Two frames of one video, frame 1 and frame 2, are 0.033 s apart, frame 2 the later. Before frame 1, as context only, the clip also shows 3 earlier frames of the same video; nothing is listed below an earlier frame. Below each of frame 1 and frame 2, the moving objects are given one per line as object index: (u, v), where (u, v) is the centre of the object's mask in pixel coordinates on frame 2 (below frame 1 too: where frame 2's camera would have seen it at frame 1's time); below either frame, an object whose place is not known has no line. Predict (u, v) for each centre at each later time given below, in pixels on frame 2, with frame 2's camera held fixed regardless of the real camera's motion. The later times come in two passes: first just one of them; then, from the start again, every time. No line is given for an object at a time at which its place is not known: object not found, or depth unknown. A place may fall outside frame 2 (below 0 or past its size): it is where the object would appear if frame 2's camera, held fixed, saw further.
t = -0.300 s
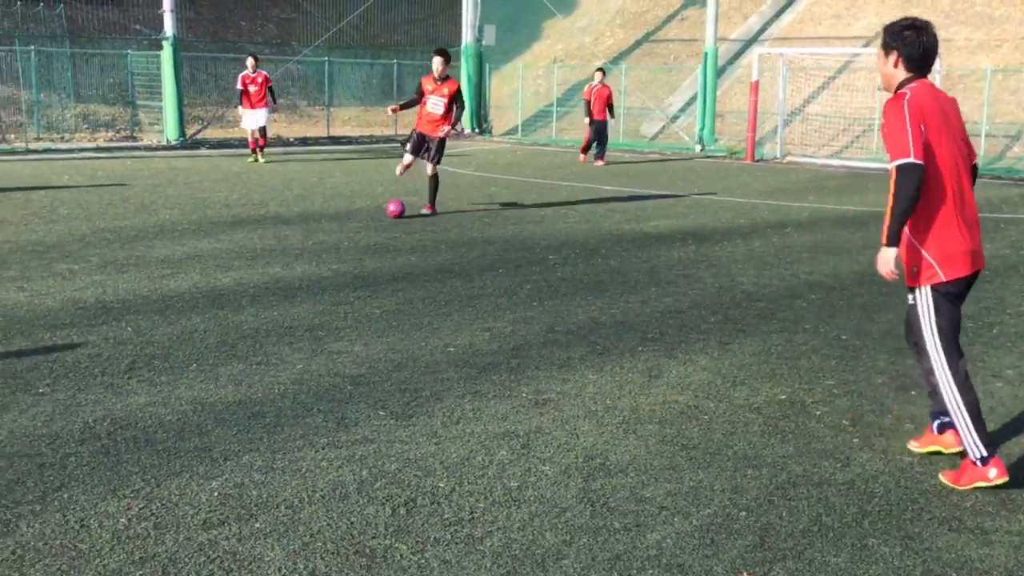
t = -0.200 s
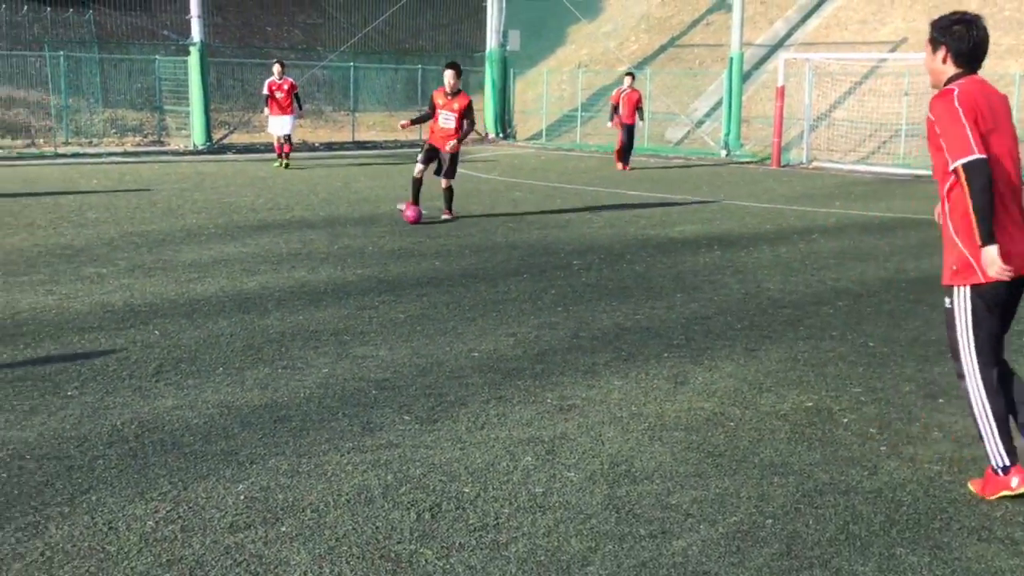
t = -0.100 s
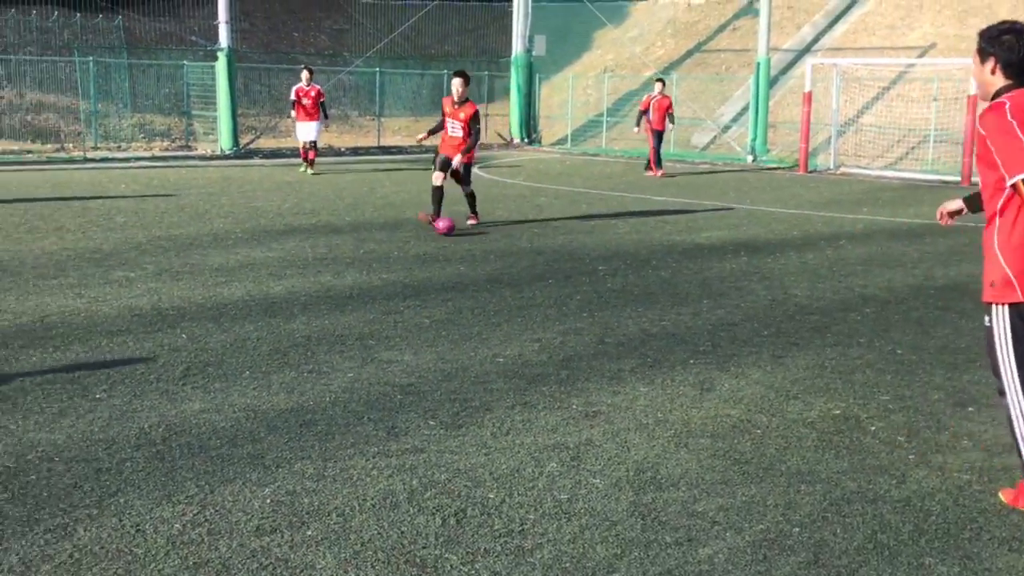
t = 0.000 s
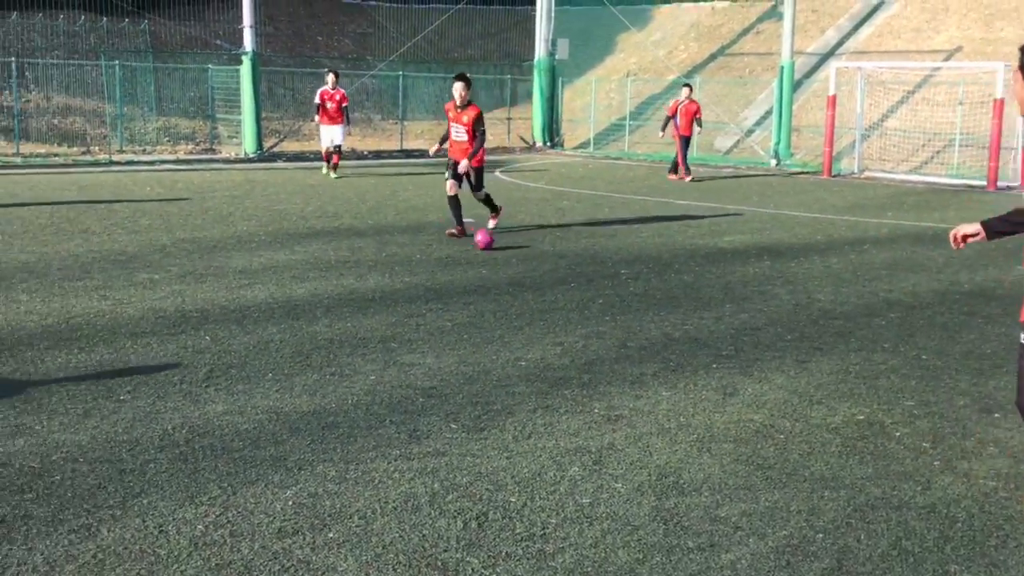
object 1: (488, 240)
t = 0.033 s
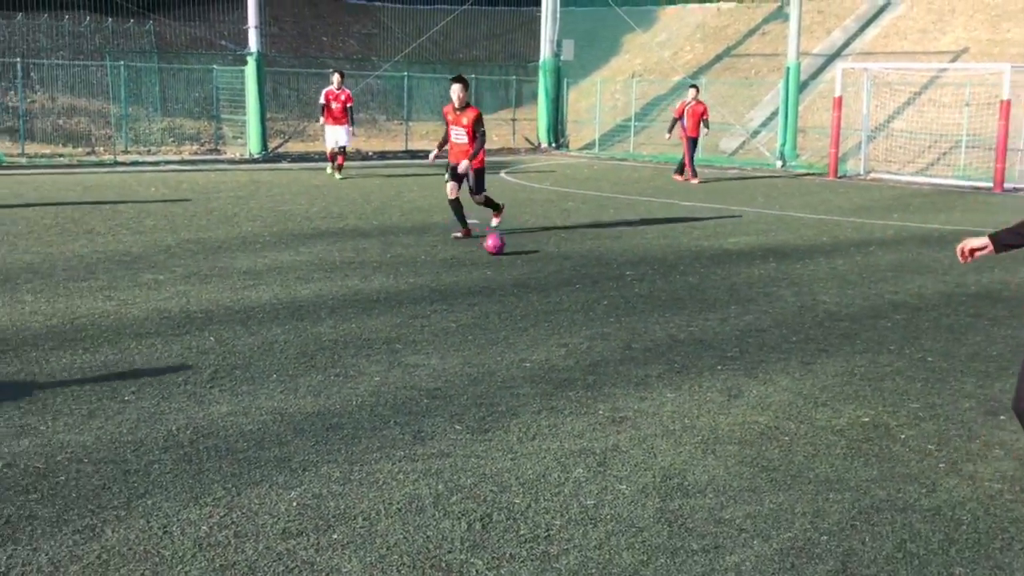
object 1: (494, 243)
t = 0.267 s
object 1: (534, 267)
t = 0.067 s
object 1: (501, 247)
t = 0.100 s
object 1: (506, 251)
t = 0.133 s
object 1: (512, 255)
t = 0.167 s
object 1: (517, 257)
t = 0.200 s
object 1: (523, 260)
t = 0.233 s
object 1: (528, 265)
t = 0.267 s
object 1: (534, 267)
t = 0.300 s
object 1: (539, 270)
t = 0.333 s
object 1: (545, 274)
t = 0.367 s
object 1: (551, 278)
